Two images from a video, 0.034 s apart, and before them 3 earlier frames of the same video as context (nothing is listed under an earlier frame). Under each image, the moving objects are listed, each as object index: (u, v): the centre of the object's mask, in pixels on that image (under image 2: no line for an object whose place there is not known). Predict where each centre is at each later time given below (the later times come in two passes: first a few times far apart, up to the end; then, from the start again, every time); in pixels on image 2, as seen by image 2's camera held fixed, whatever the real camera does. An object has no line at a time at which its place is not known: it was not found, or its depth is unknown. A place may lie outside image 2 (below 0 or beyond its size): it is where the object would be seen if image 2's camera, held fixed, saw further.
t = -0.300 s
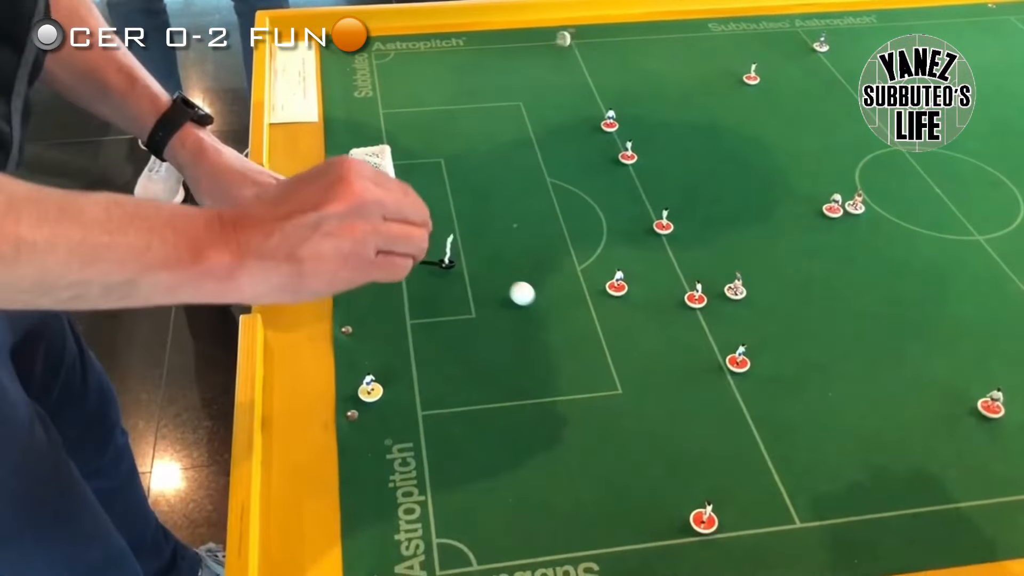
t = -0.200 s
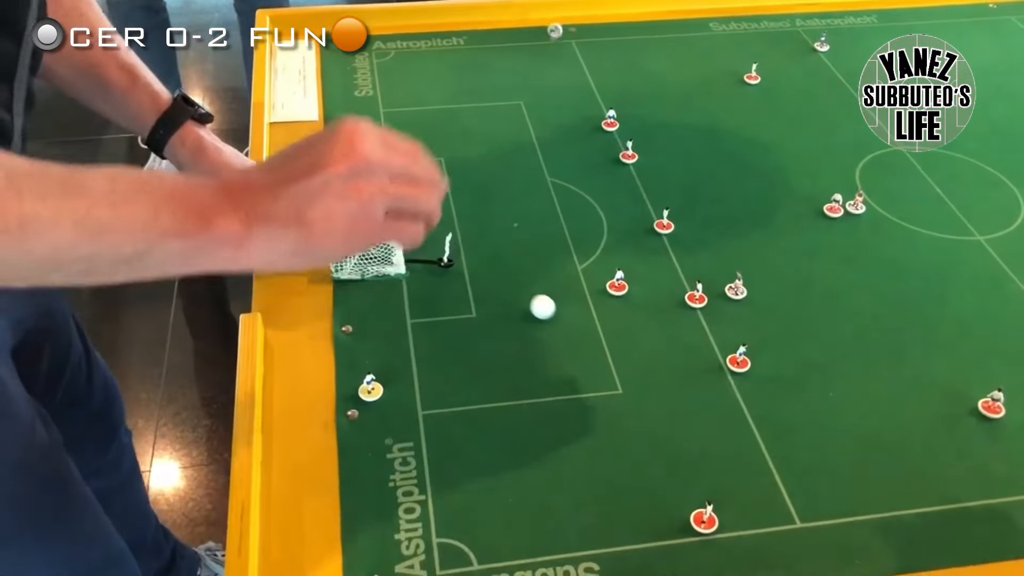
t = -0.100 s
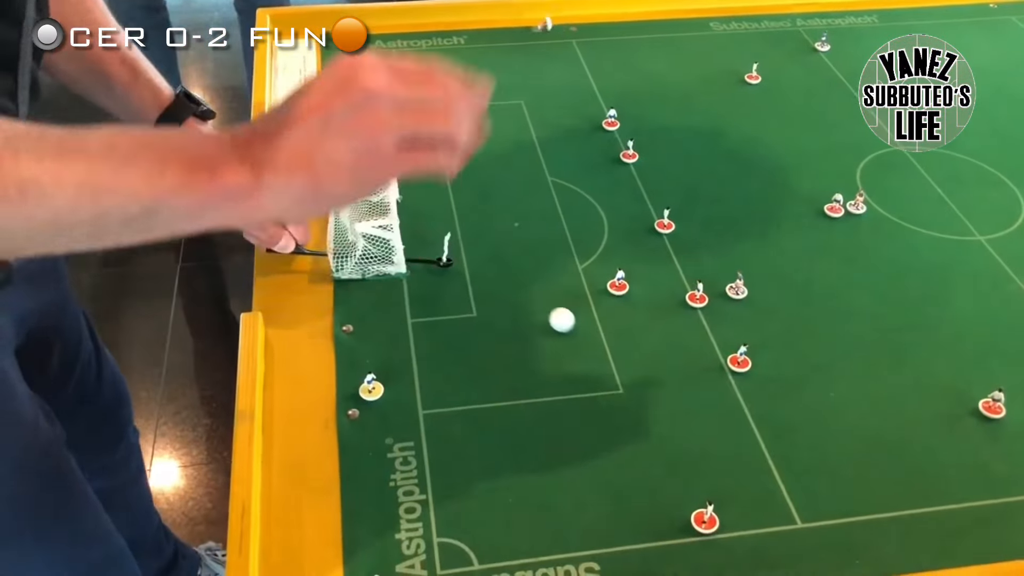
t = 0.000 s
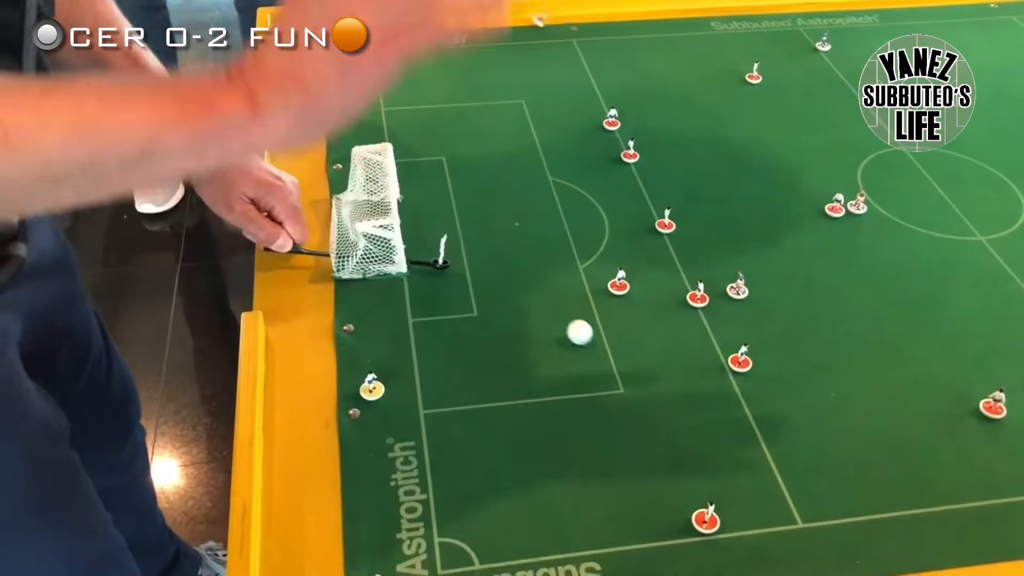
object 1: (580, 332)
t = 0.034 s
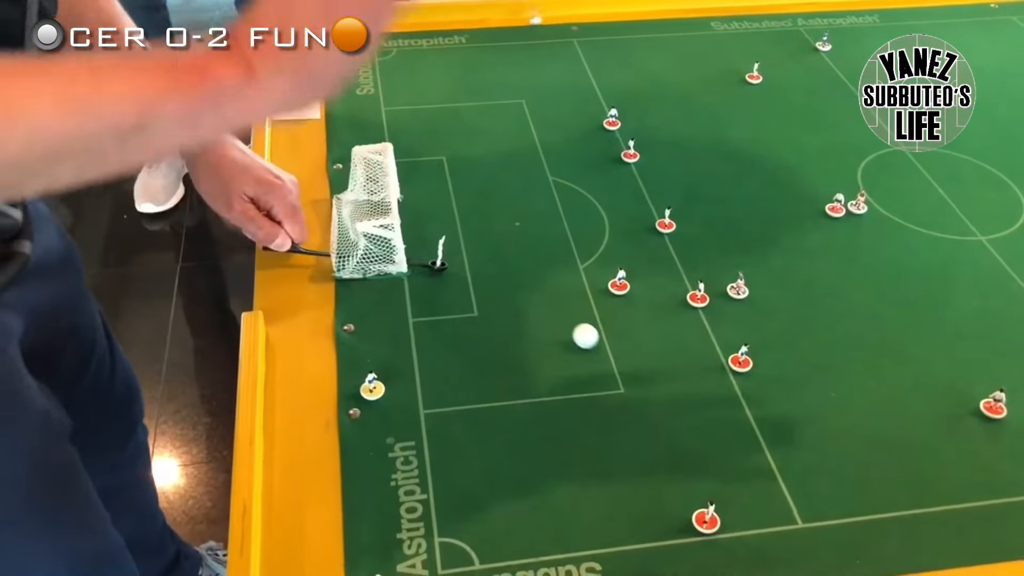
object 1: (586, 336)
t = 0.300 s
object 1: (622, 363)
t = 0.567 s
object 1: (645, 381)
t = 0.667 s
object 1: (650, 386)
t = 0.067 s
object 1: (591, 340)
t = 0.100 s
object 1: (596, 344)
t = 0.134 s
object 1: (601, 347)
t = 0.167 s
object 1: (605, 351)
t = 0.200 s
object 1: (610, 354)
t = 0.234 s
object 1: (614, 357)
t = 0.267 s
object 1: (618, 360)
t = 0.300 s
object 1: (622, 363)
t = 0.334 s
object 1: (626, 366)
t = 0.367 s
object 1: (630, 368)
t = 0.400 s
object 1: (633, 371)
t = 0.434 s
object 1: (636, 373)
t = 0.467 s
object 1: (639, 375)
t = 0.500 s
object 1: (641, 377)
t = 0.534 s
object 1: (643, 379)
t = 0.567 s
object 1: (645, 381)
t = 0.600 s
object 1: (647, 383)
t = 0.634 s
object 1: (648, 384)
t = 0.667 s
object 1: (650, 386)
